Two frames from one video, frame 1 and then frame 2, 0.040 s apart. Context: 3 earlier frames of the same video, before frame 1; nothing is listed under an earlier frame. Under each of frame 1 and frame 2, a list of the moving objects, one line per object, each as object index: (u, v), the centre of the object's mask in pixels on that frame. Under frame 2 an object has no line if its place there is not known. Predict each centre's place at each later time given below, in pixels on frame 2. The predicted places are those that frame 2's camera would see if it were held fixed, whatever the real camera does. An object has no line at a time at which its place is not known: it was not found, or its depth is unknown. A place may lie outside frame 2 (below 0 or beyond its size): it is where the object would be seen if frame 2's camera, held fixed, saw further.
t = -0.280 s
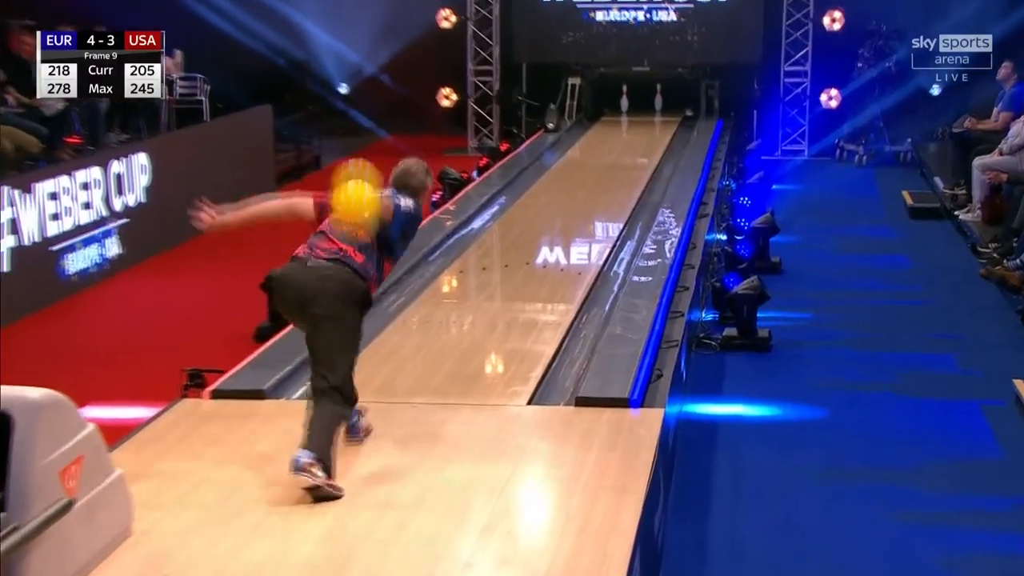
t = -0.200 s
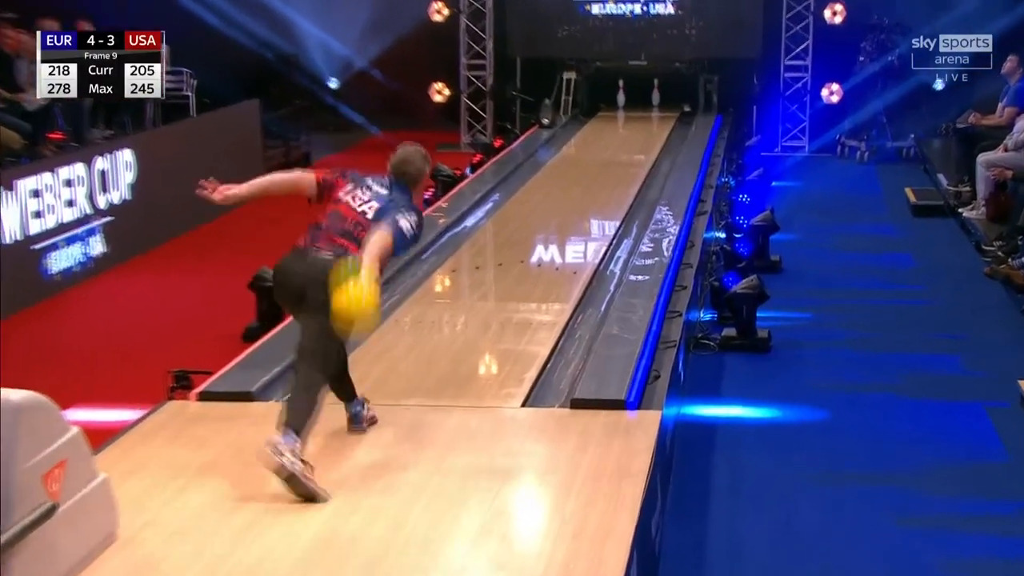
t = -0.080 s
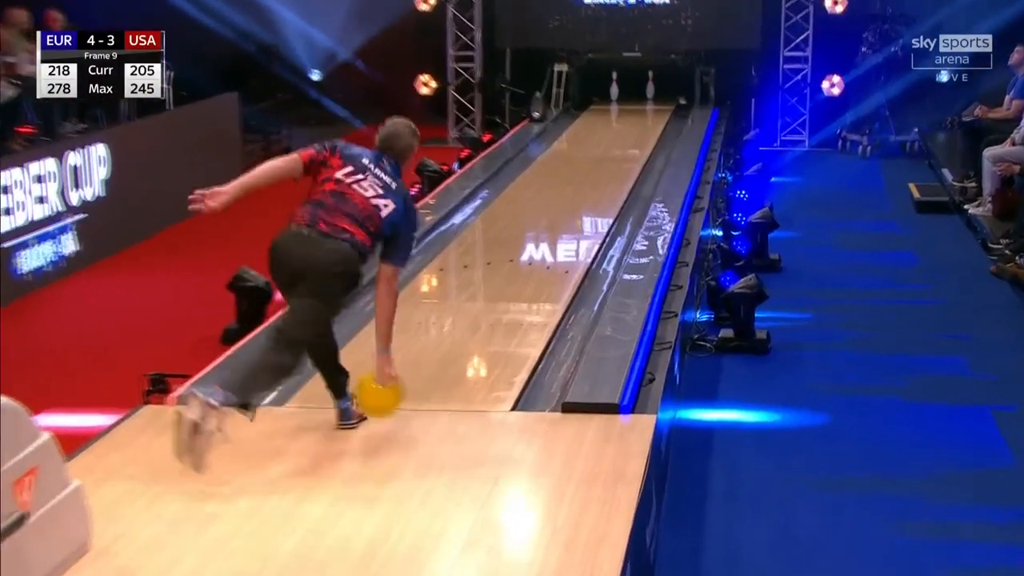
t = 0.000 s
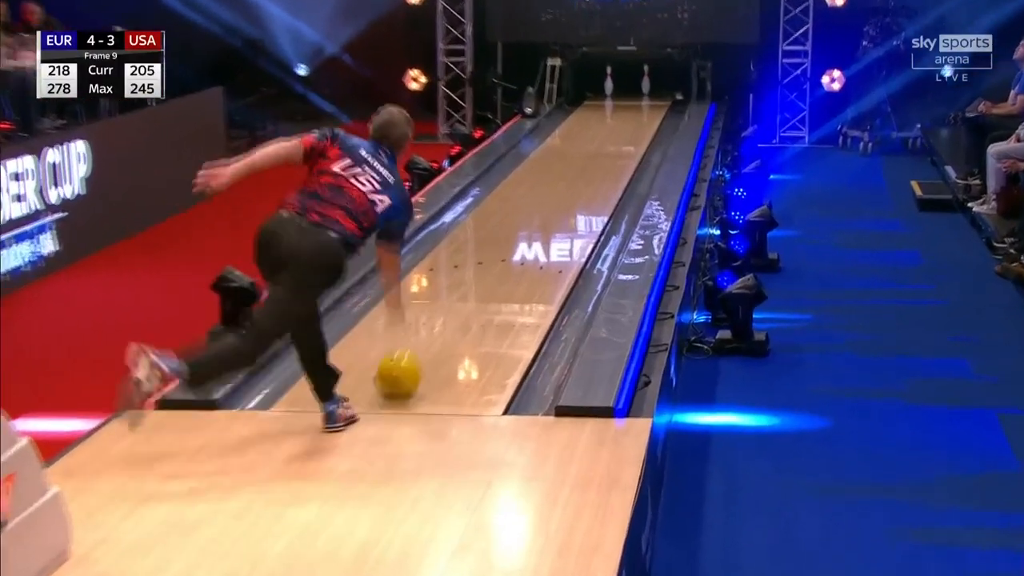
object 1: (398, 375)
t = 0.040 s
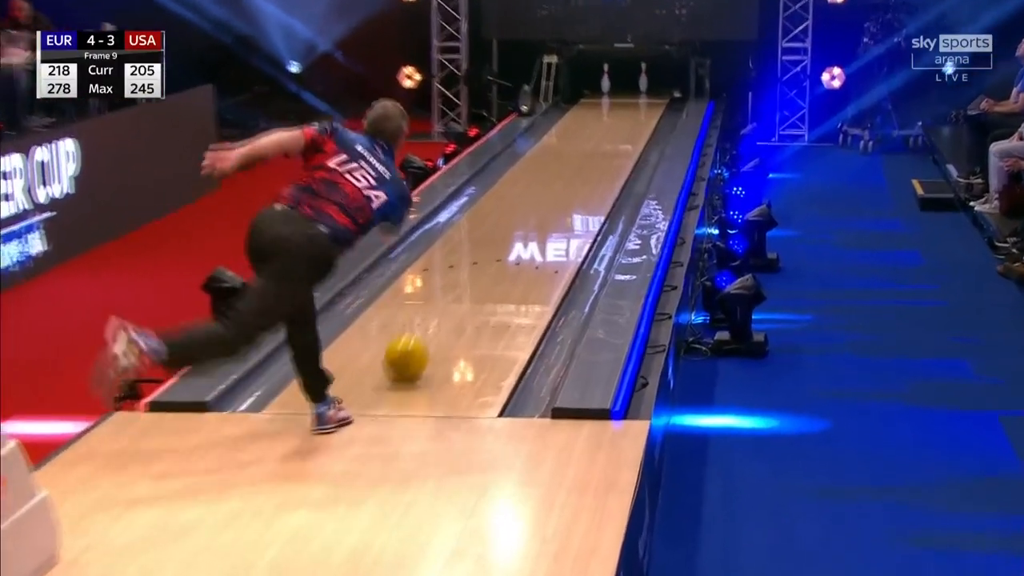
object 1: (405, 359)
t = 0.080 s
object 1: (418, 342)
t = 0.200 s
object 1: (448, 299)
